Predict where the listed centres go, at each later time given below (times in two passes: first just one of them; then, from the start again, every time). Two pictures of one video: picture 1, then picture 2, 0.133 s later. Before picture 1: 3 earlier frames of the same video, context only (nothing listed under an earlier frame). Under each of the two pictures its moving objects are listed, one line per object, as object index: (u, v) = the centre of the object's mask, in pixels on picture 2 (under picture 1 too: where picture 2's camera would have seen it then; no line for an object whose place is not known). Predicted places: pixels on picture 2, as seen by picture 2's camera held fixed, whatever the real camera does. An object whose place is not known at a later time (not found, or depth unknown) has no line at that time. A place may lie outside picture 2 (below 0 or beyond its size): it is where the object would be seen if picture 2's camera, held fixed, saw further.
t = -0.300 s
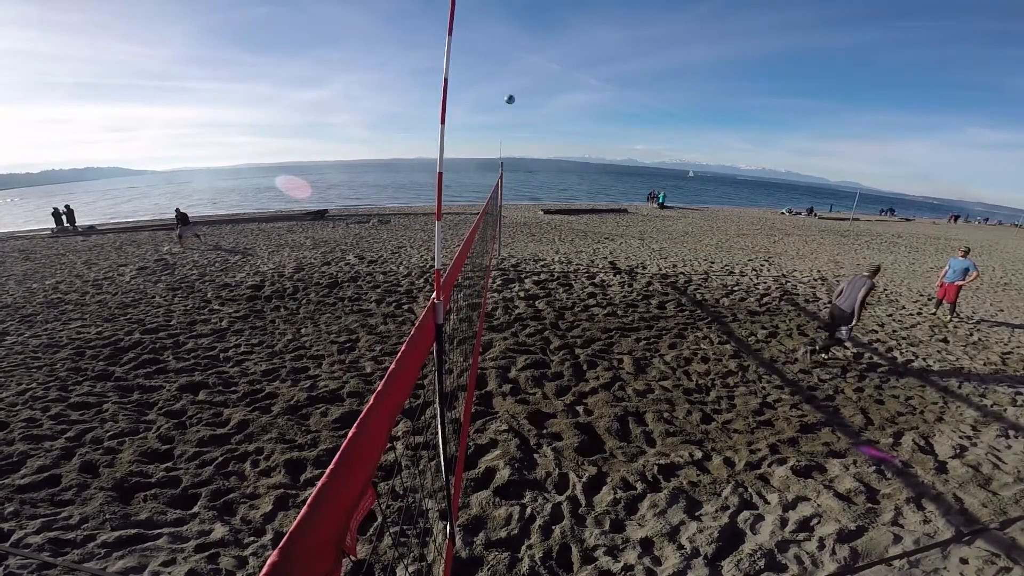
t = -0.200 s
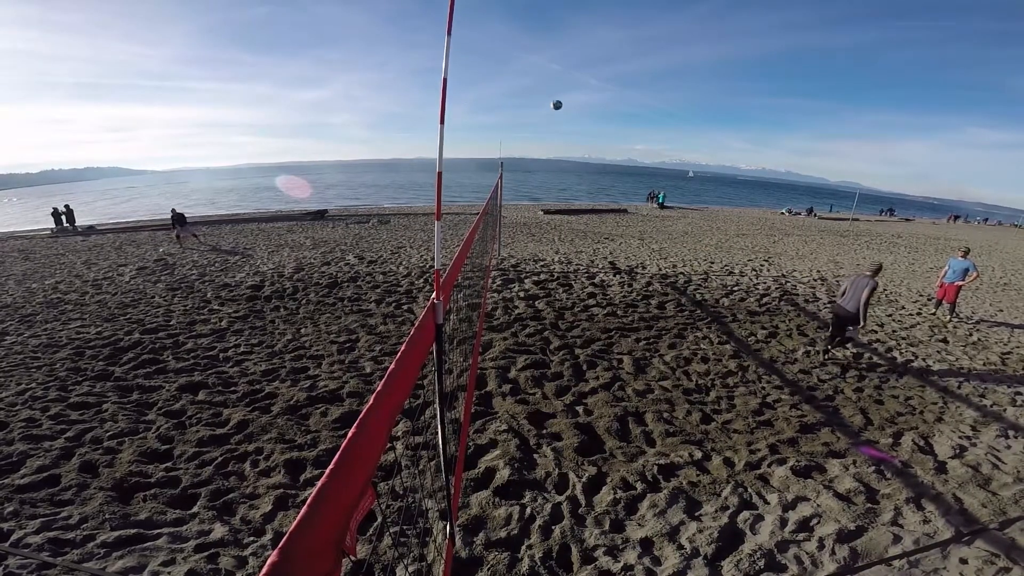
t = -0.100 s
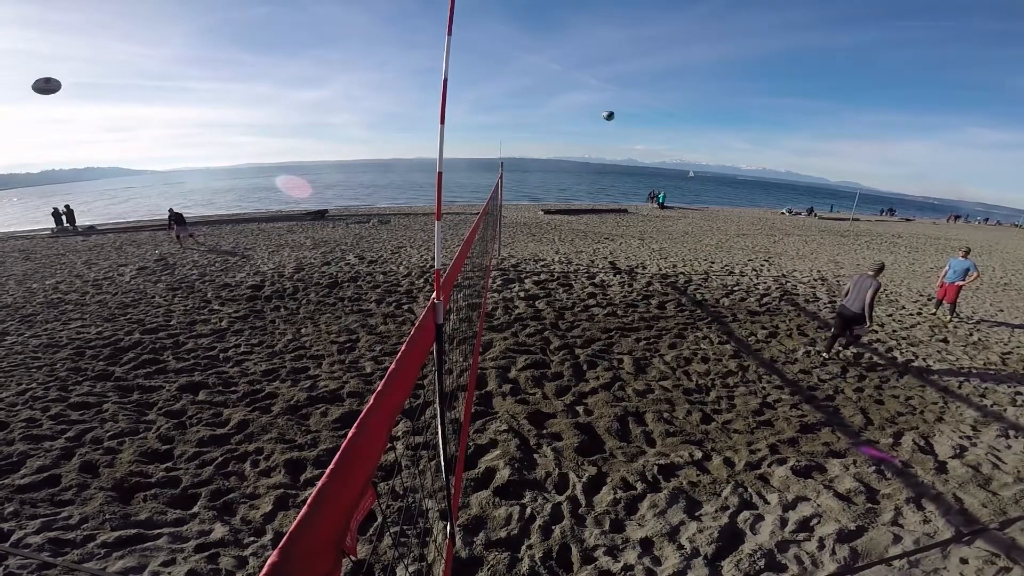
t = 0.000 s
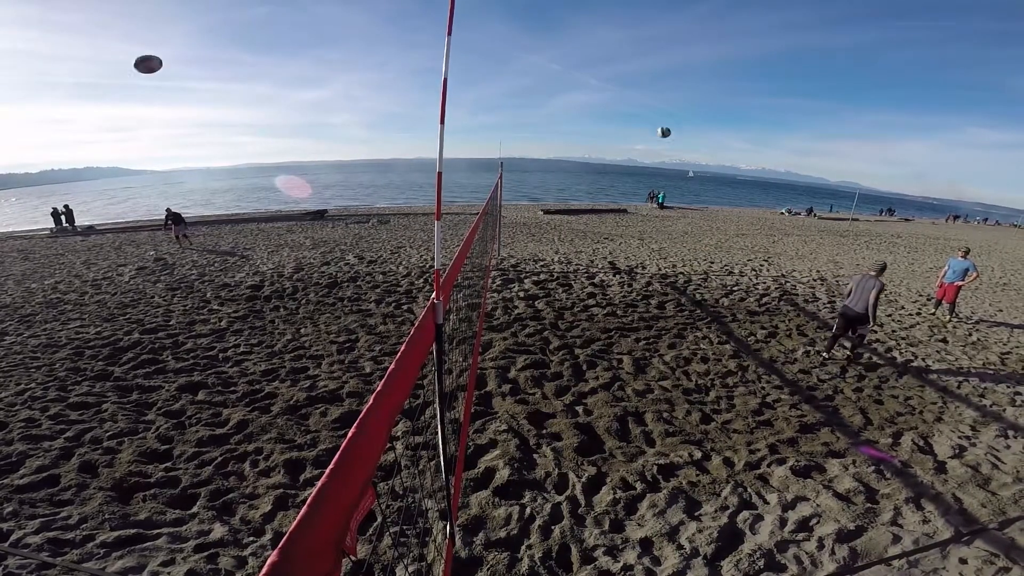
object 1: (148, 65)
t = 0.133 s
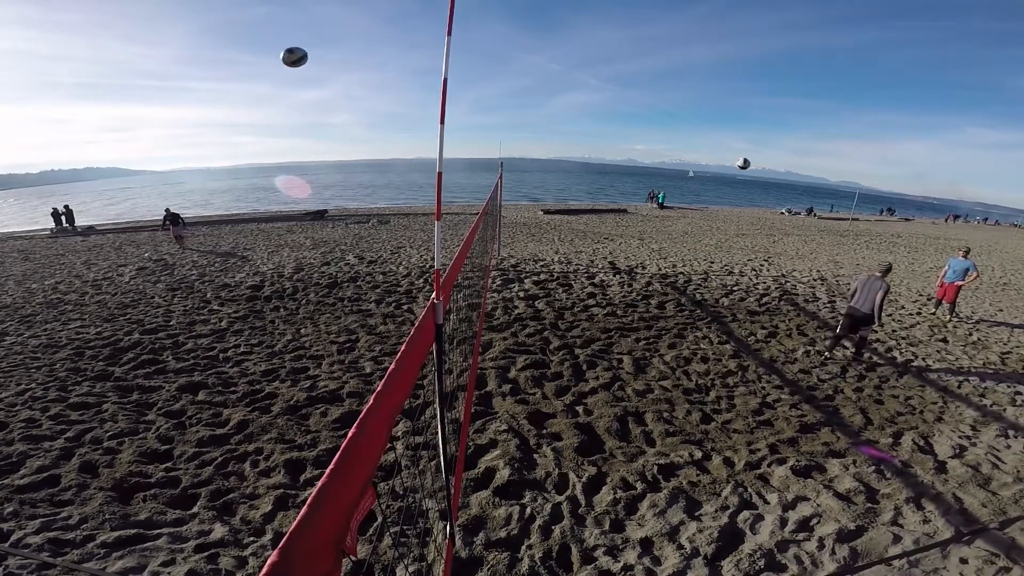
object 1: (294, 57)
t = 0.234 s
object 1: (402, 73)
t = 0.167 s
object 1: (331, 60)
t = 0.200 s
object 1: (367, 66)
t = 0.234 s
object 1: (402, 73)
